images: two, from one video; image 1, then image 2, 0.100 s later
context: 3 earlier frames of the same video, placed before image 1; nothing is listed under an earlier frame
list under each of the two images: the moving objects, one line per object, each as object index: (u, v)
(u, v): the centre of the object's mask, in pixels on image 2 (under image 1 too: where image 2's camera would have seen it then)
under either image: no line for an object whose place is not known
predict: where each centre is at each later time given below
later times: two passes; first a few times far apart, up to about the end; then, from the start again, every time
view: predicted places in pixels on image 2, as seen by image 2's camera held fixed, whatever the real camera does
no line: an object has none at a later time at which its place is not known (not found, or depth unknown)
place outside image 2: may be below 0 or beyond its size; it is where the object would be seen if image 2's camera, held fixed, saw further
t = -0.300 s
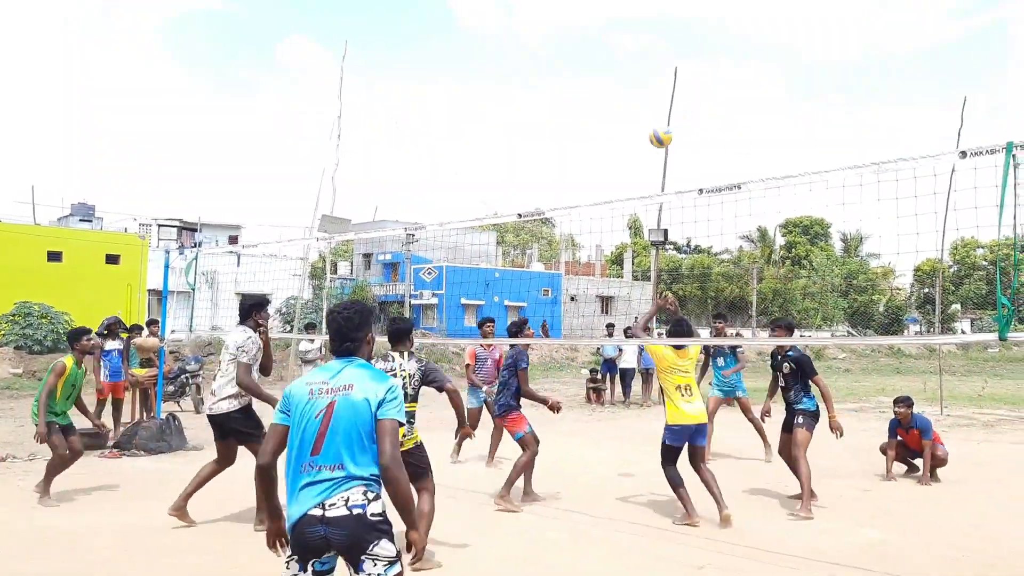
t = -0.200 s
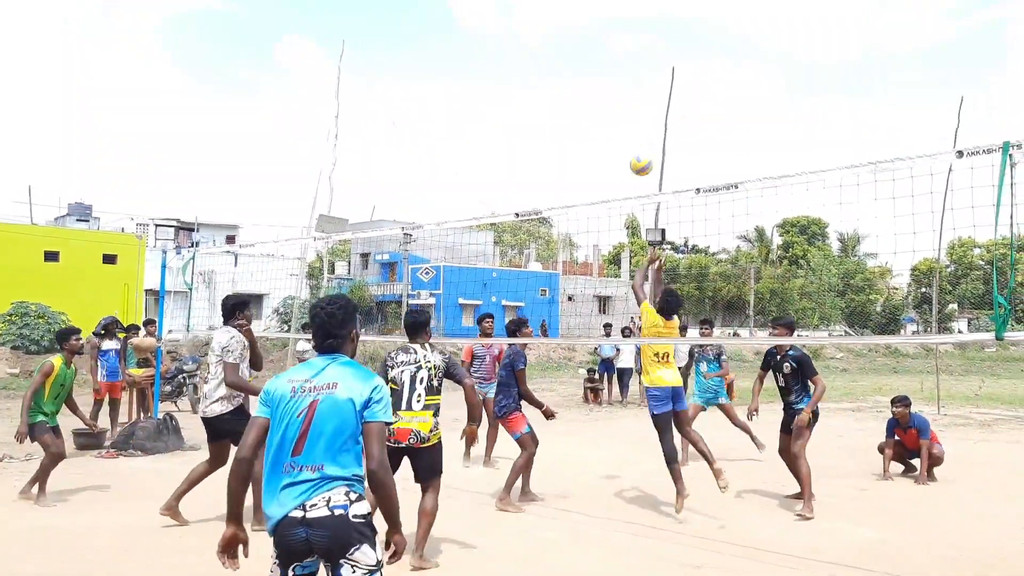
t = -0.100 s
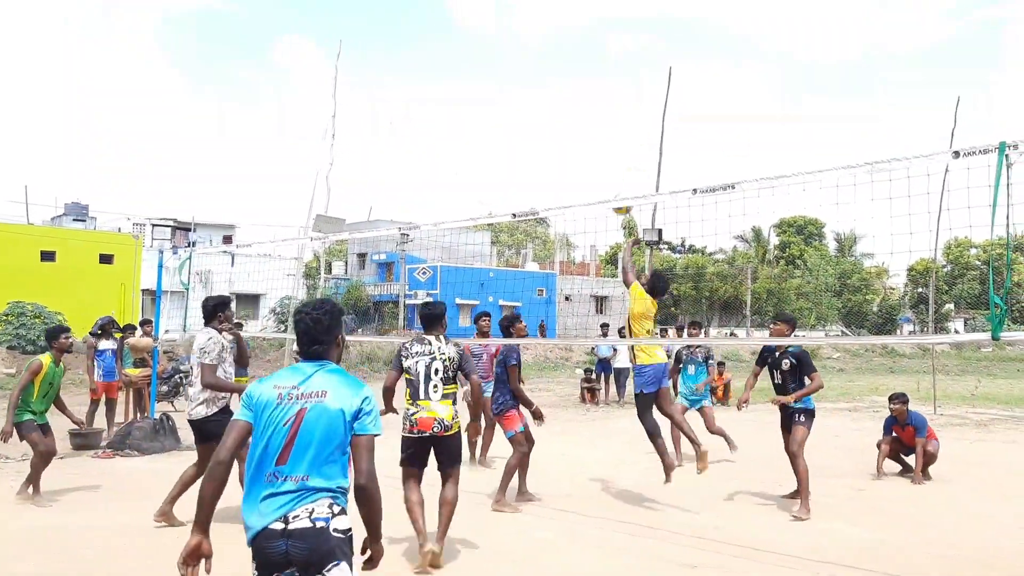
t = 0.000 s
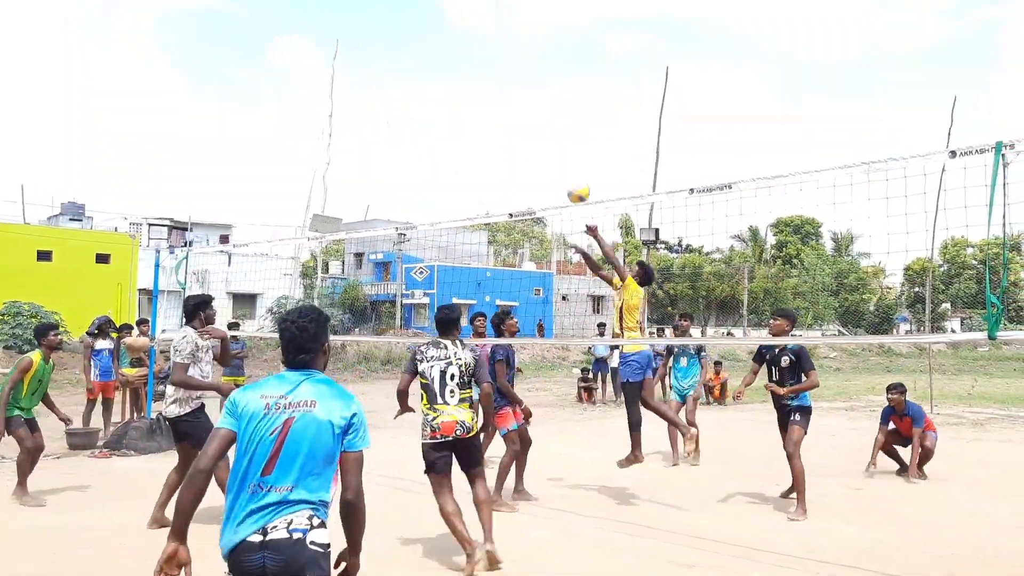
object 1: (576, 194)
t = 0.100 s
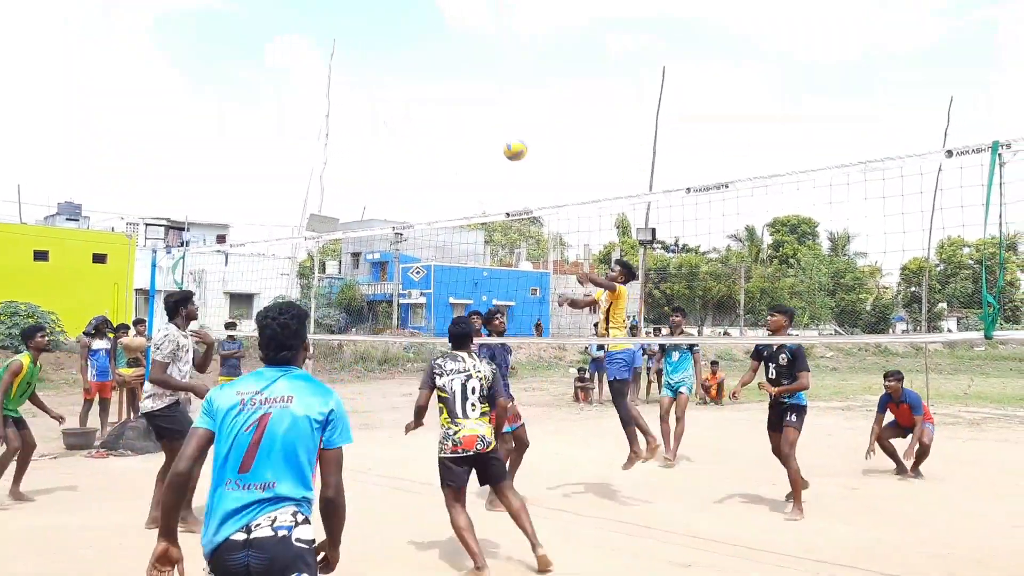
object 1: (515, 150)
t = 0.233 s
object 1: (431, 107)
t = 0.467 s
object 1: (271, 71)
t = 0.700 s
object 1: (81, 99)
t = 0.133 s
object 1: (494, 140)
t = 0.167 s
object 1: (473, 126)
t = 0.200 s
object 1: (452, 116)
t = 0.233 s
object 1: (431, 107)
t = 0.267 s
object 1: (409, 98)
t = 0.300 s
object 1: (387, 91)
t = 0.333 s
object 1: (364, 85)
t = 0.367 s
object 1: (342, 81)
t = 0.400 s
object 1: (319, 76)
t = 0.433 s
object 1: (295, 73)
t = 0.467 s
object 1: (271, 71)
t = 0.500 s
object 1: (246, 70)
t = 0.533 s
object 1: (220, 72)
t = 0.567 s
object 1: (193, 74)
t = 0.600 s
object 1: (166, 77)
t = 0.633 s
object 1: (139, 83)
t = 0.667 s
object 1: (110, 91)
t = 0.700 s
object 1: (81, 99)
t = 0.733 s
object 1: (49, 109)
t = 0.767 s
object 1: (17, 122)
